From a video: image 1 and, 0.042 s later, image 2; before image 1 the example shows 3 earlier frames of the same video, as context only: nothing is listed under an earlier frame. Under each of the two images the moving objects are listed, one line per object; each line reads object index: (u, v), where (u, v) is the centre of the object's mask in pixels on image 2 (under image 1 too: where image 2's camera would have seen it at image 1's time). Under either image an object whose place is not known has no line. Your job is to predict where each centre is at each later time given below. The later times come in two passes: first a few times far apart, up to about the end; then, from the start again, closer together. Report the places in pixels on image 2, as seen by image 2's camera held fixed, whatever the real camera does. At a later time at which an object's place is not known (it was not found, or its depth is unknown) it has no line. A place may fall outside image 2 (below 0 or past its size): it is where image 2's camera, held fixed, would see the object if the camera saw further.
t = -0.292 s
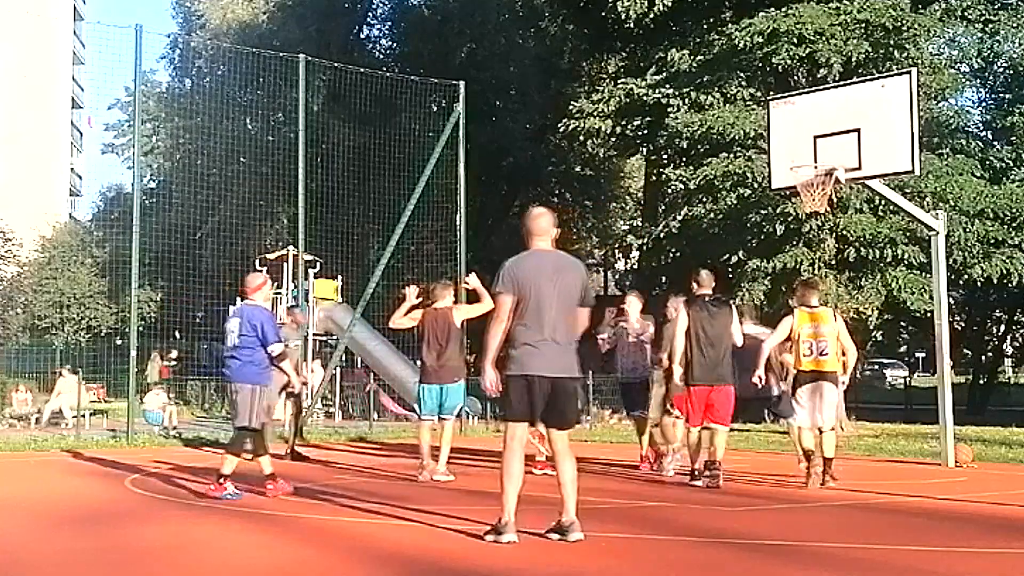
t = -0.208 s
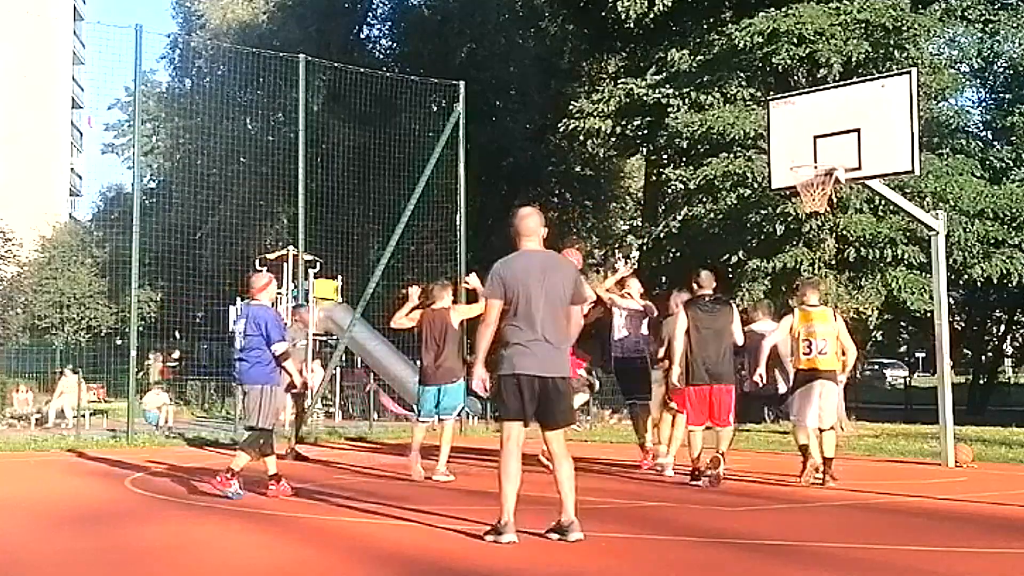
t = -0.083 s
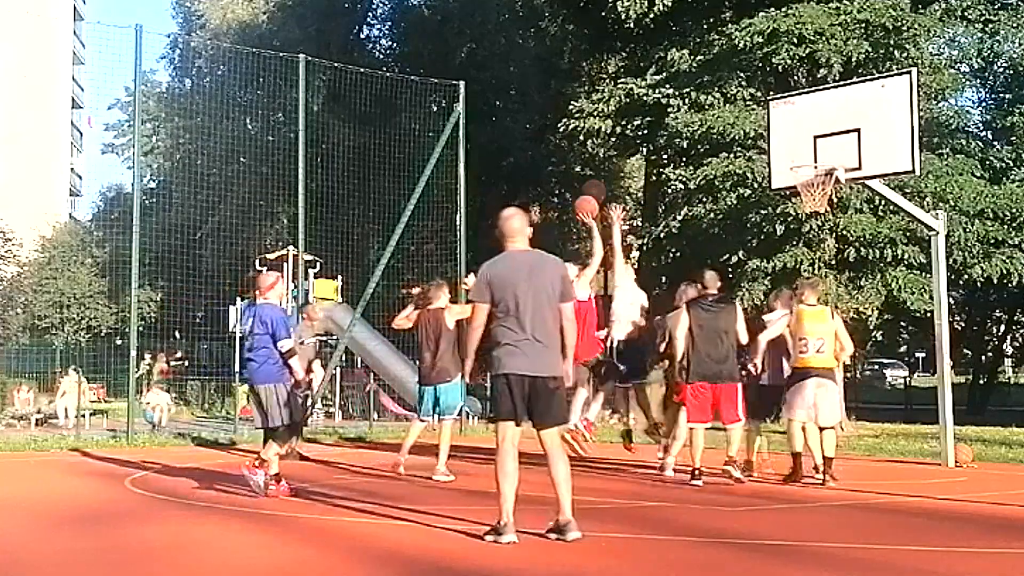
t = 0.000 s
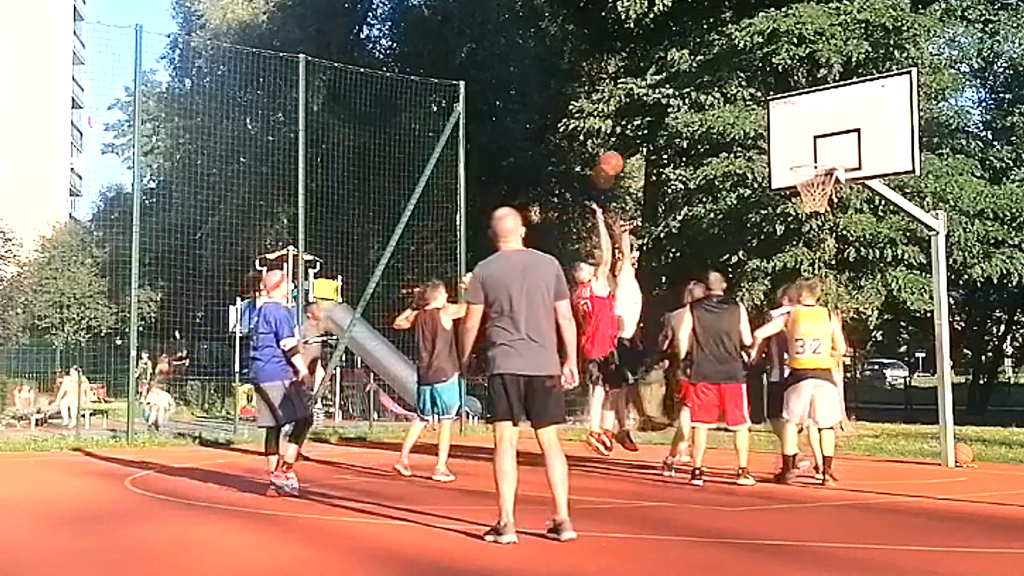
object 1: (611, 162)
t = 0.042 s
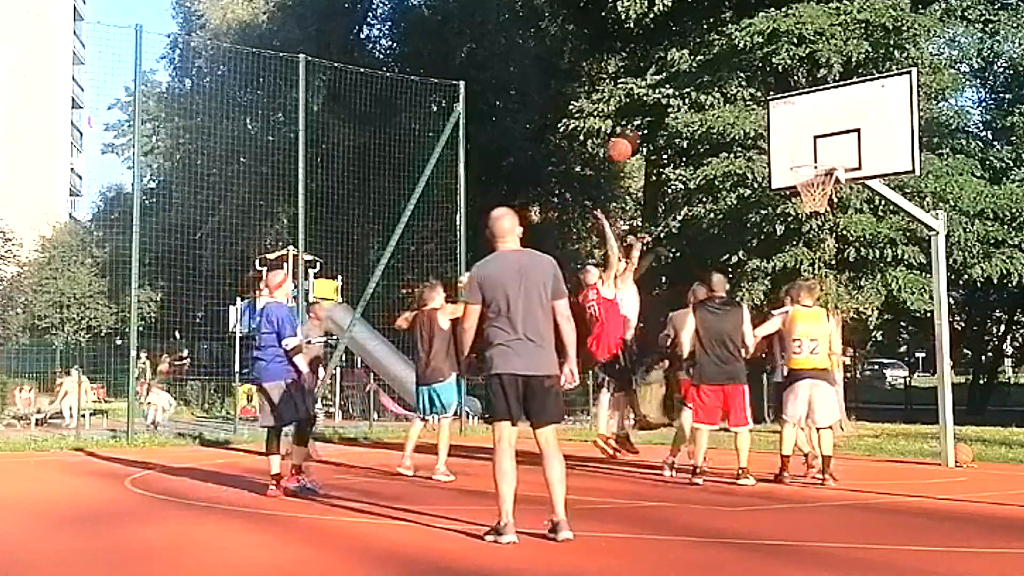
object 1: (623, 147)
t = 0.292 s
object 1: (690, 90)
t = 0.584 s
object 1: (766, 111)
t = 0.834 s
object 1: (832, 195)
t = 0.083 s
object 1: (632, 134)
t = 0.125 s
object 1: (642, 123)
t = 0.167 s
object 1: (655, 111)
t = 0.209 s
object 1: (666, 103)
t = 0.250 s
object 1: (677, 95)
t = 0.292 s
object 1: (690, 90)
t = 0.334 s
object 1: (700, 87)
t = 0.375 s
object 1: (711, 87)
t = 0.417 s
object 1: (722, 87)
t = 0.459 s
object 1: (733, 90)
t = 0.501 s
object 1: (745, 95)
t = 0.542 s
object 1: (755, 102)
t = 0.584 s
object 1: (766, 111)
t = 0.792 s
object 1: (820, 178)
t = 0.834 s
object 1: (832, 195)
